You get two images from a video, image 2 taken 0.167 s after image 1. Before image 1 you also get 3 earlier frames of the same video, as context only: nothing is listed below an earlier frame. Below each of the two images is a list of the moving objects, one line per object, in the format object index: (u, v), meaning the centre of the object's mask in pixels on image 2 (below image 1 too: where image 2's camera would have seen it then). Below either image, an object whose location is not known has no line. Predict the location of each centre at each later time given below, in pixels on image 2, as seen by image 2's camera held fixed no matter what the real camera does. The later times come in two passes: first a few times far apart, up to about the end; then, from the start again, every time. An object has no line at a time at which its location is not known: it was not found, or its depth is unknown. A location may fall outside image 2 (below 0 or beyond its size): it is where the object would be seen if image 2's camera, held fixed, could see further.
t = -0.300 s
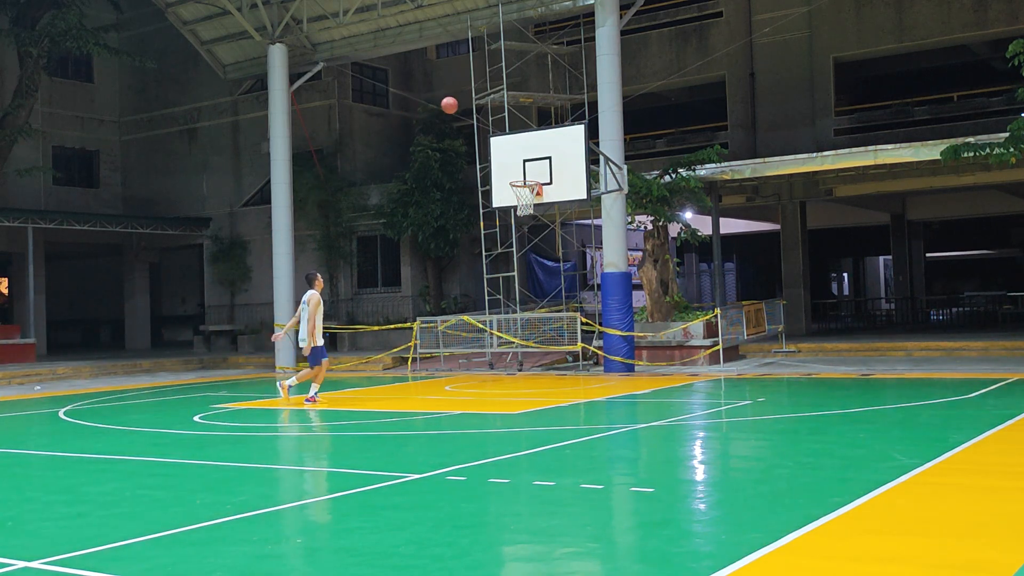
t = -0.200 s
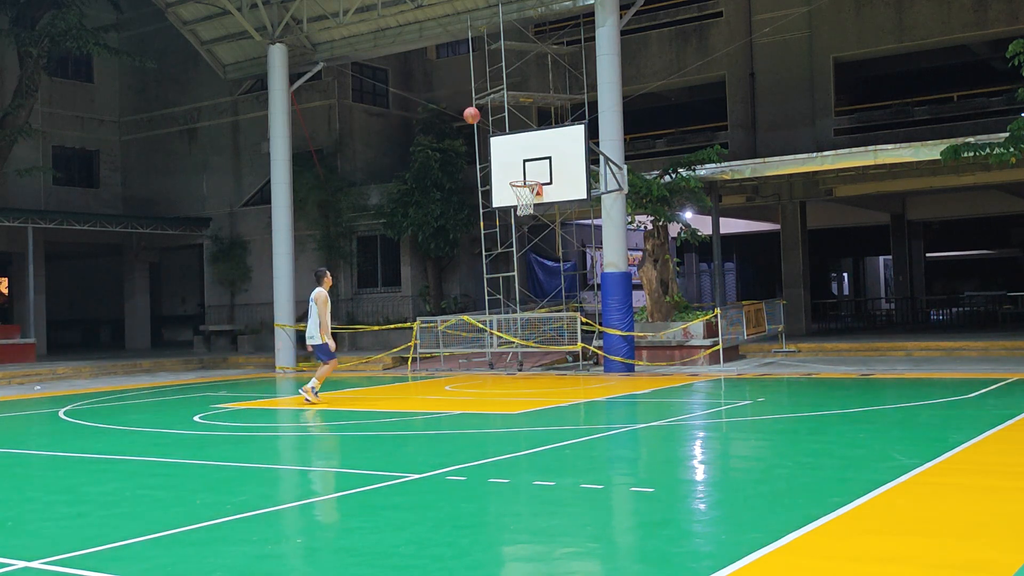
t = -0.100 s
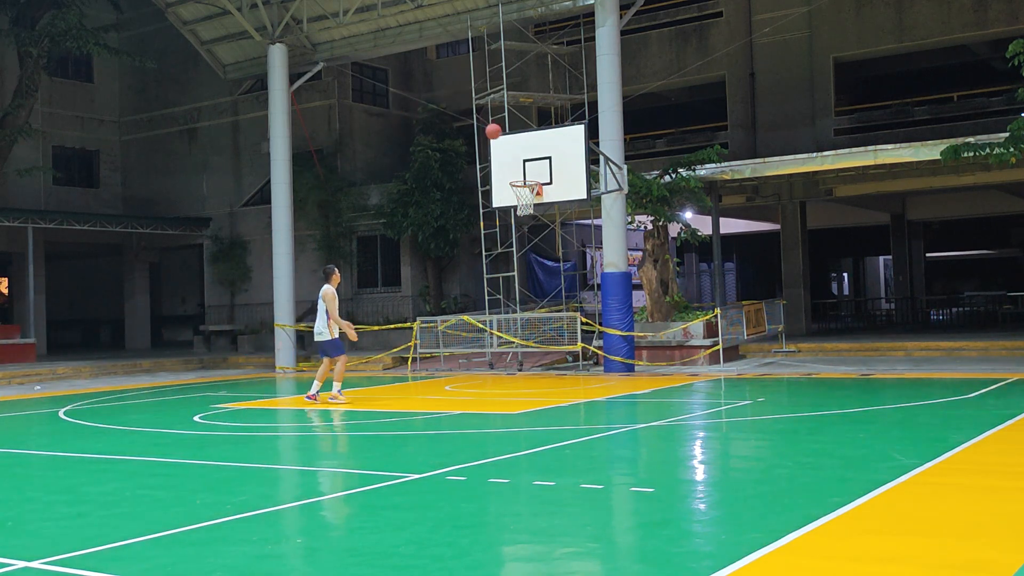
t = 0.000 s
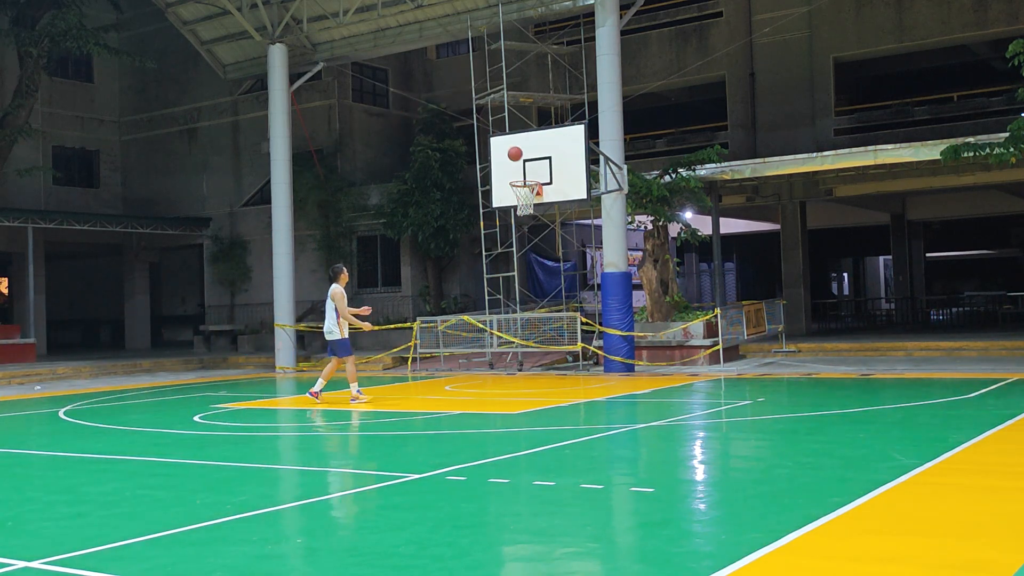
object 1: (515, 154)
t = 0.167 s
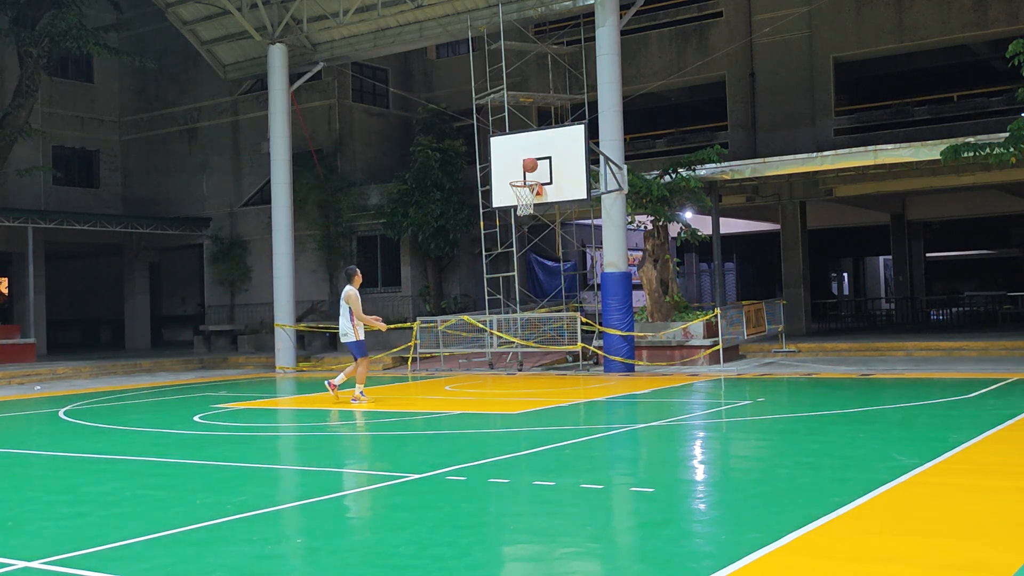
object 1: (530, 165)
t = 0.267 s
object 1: (526, 153)
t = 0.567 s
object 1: (515, 155)
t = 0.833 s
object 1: (507, 207)
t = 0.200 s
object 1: (529, 161)
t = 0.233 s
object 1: (527, 157)
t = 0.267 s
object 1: (526, 153)
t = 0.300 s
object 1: (525, 151)
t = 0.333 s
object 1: (523, 149)
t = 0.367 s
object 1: (522, 147)
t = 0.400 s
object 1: (521, 147)
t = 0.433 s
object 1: (520, 147)
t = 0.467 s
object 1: (519, 148)
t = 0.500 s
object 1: (517, 149)
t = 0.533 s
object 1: (516, 152)
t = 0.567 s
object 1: (515, 155)
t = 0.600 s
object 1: (514, 159)
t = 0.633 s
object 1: (513, 163)
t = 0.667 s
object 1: (512, 168)
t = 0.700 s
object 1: (511, 174)
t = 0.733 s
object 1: (510, 181)
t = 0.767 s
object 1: (509, 189)
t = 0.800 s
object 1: (508, 198)
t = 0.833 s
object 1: (507, 207)
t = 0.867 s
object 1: (506, 217)
